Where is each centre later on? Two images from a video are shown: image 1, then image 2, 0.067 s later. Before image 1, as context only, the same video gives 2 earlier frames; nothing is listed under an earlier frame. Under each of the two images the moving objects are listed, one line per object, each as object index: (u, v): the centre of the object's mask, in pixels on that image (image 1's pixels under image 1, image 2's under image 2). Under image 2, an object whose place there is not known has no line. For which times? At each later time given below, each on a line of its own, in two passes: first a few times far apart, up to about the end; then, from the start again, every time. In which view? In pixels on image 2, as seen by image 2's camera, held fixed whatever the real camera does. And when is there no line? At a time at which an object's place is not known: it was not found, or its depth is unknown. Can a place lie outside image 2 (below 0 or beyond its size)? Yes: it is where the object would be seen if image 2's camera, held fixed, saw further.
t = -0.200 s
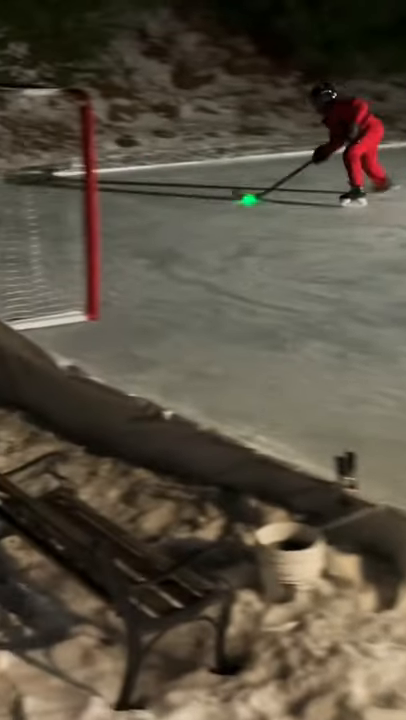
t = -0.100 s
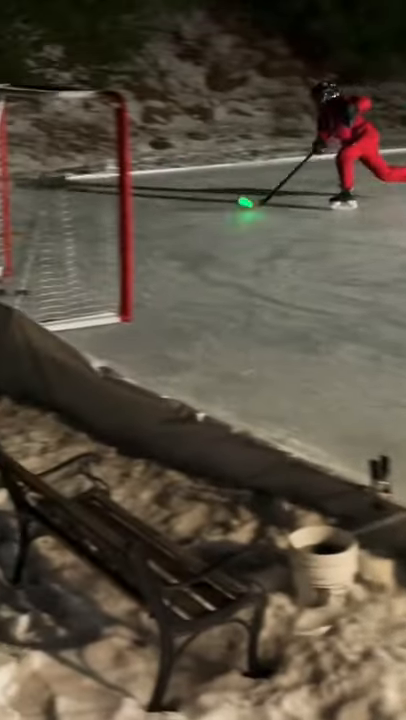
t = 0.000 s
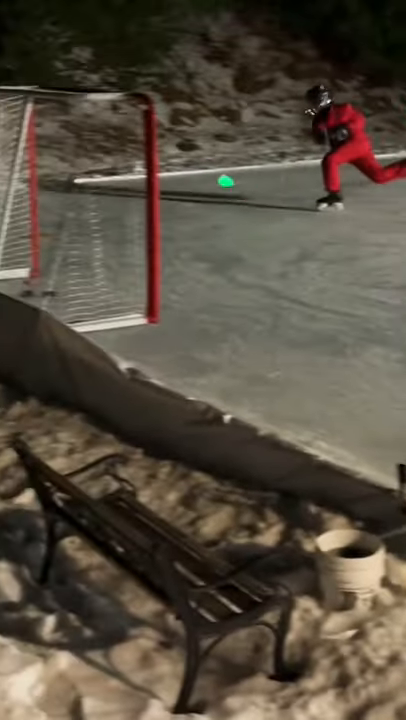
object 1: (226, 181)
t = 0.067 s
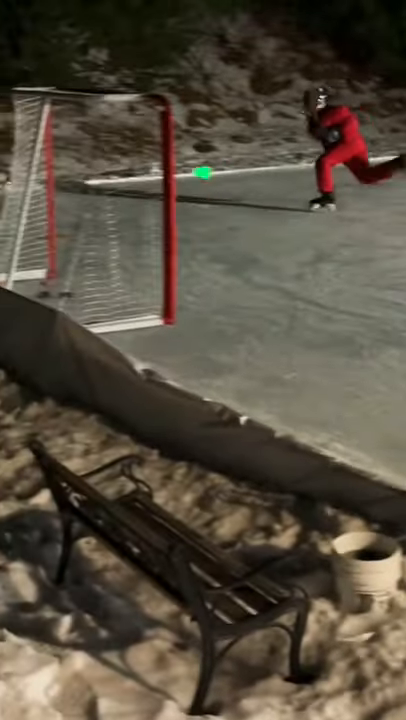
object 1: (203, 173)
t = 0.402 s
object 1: (98, 196)
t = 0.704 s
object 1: (91, 244)
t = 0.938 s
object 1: (84, 217)
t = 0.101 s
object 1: (183, 169)
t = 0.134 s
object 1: (151, 167)
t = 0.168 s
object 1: (121, 168)
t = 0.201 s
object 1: (99, 166)
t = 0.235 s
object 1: (103, 158)
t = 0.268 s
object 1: (103, 160)
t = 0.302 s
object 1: (101, 165)
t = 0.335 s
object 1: (99, 173)
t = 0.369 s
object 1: (98, 183)
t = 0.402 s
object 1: (98, 196)
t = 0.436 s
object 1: (98, 210)
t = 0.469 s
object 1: (97, 224)
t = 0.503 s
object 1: (96, 241)
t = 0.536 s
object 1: (96, 260)
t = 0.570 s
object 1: (96, 278)
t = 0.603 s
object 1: (96, 289)
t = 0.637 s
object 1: (94, 268)
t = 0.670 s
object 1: (93, 256)
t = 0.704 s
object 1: (91, 244)
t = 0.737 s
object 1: (91, 235)
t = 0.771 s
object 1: (90, 228)
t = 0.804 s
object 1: (85, 221)
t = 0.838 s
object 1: (85, 217)
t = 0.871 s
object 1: (85, 217)
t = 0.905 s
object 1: (86, 216)
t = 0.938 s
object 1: (84, 217)
